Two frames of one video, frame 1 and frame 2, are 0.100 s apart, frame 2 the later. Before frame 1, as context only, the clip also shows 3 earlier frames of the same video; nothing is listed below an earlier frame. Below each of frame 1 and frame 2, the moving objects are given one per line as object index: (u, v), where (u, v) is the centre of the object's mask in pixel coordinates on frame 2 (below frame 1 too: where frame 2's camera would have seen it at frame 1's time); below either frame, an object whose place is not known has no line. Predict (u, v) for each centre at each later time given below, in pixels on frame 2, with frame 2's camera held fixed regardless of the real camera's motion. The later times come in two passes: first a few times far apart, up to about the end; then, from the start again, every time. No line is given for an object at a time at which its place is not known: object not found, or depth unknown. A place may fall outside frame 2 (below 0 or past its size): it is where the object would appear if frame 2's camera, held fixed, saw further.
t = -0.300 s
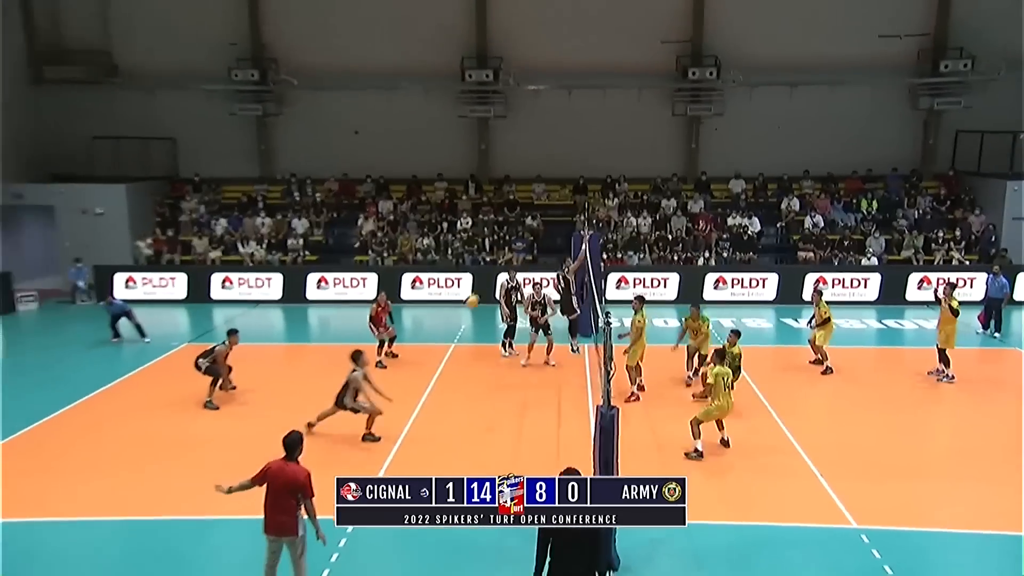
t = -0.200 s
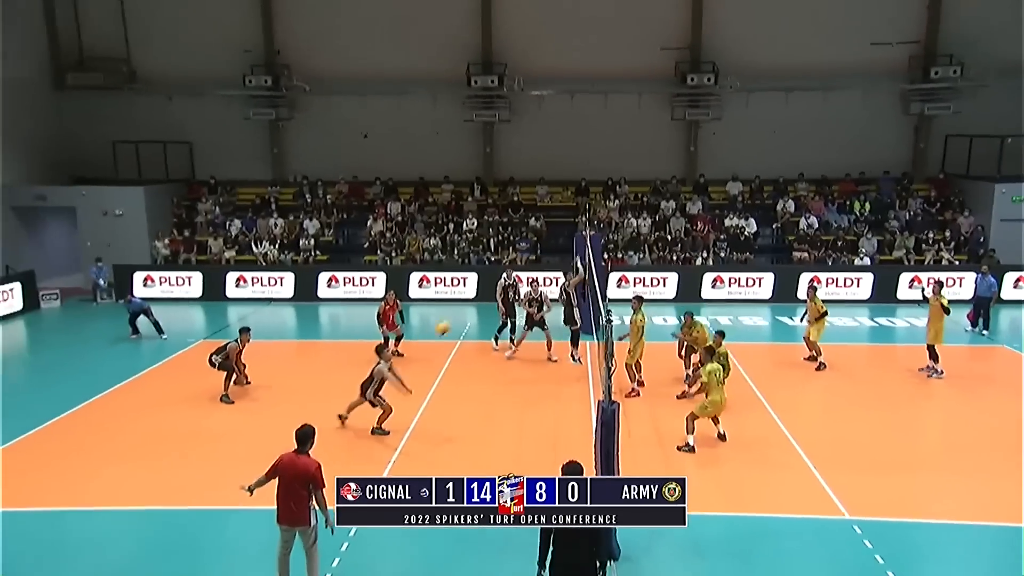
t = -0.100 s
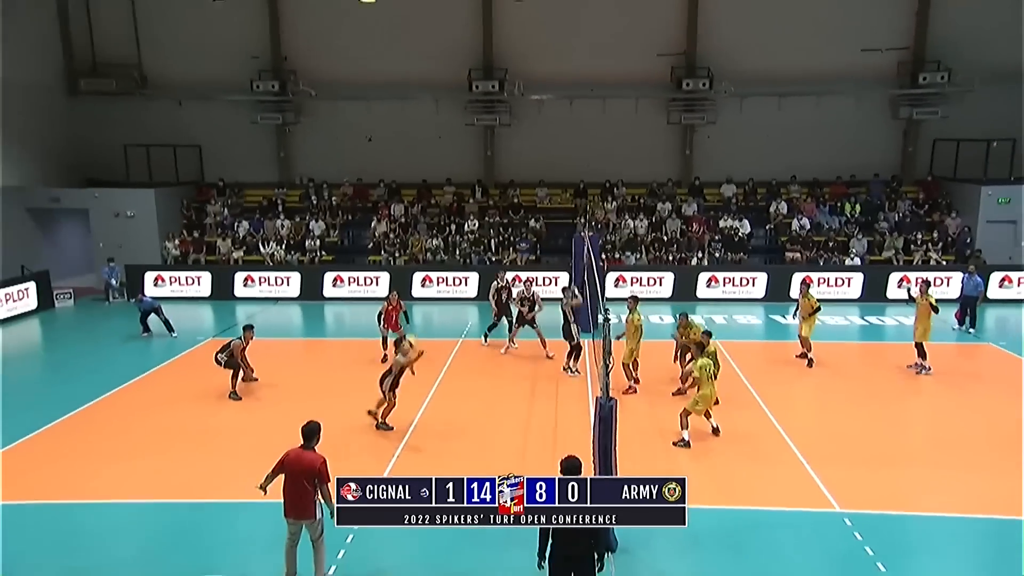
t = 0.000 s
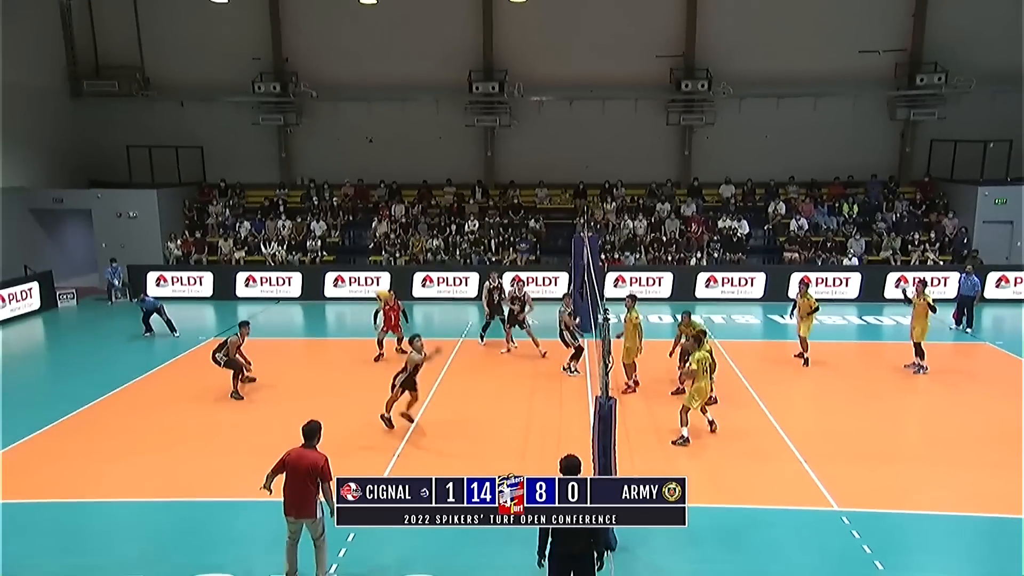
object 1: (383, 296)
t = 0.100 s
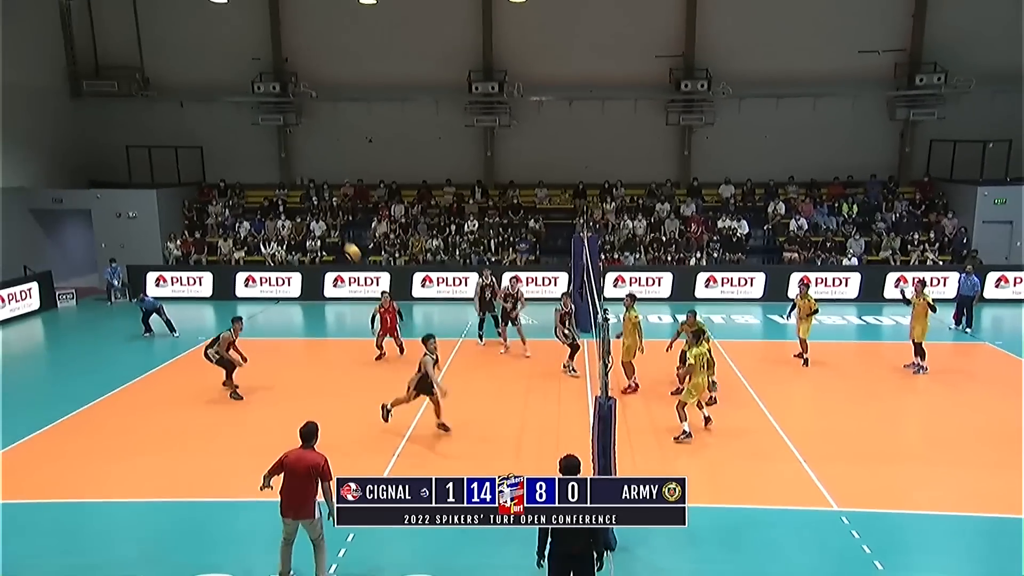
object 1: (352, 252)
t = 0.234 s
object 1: (313, 207)
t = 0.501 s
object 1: (235, 154)
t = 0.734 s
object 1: (174, 149)
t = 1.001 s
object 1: (111, 189)
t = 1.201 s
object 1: (73, 248)
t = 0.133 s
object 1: (342, 240)
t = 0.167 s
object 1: (333, 229)
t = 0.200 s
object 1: (323, 216)
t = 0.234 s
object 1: (313, 207)
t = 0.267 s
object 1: (303, 197)
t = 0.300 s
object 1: (293, 189)
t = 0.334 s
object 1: (283, 181)
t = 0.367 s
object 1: (273, 174)
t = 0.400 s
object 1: (264, 168)
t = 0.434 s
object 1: (254, 162)
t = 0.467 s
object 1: (244, 158)
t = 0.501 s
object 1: (235, 154)
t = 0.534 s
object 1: (226, 151)
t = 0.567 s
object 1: (217, 149)
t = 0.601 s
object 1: (208, 148)
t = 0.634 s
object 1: (199, 147)
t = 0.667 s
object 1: (190, 147)
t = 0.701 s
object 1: (182, 148)
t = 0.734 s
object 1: (174, 149)
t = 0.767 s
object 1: (166, 152)
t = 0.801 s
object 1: (158, 155)
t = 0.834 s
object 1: (150, 159)
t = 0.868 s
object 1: (142, 164)
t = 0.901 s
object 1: (135, 169)
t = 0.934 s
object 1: (127, 175)
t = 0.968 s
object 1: (119, 182)
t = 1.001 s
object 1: (111, 189)
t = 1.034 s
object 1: (106, 197)
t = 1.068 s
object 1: (99, 205)
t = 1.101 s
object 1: (92, 215)
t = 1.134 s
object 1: (86, 226)
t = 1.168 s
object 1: (80, 236)
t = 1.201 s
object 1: (73, 248)
